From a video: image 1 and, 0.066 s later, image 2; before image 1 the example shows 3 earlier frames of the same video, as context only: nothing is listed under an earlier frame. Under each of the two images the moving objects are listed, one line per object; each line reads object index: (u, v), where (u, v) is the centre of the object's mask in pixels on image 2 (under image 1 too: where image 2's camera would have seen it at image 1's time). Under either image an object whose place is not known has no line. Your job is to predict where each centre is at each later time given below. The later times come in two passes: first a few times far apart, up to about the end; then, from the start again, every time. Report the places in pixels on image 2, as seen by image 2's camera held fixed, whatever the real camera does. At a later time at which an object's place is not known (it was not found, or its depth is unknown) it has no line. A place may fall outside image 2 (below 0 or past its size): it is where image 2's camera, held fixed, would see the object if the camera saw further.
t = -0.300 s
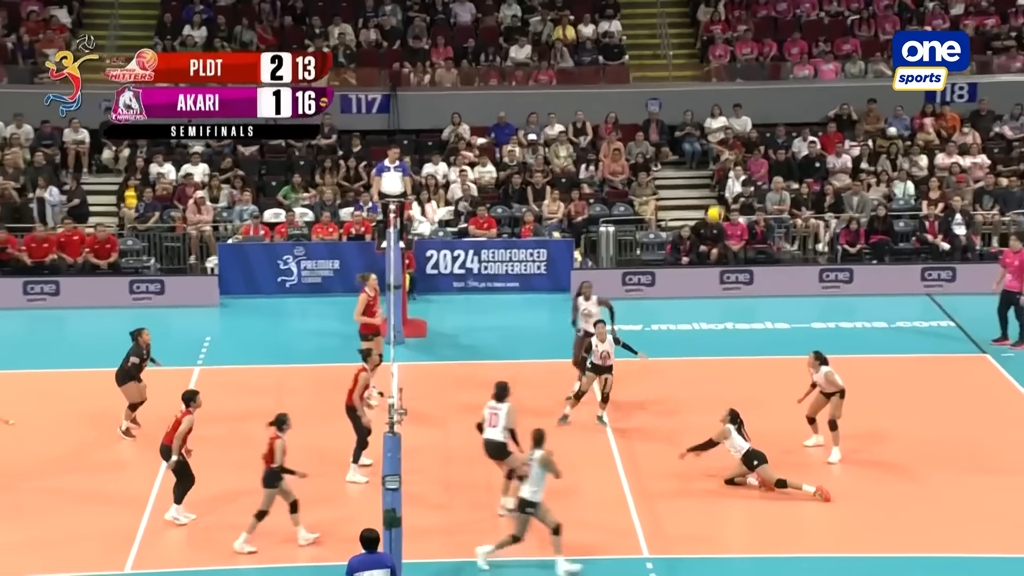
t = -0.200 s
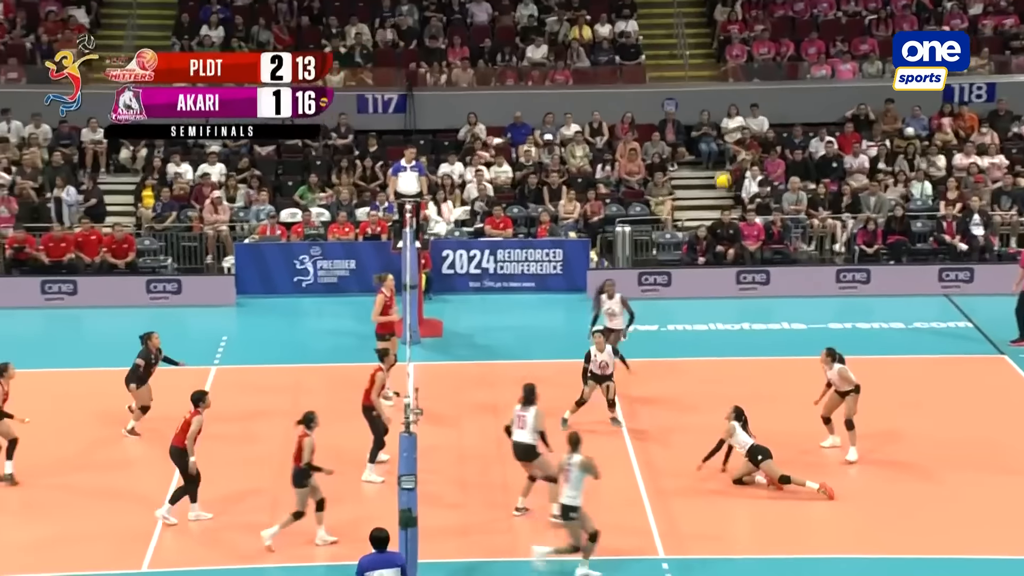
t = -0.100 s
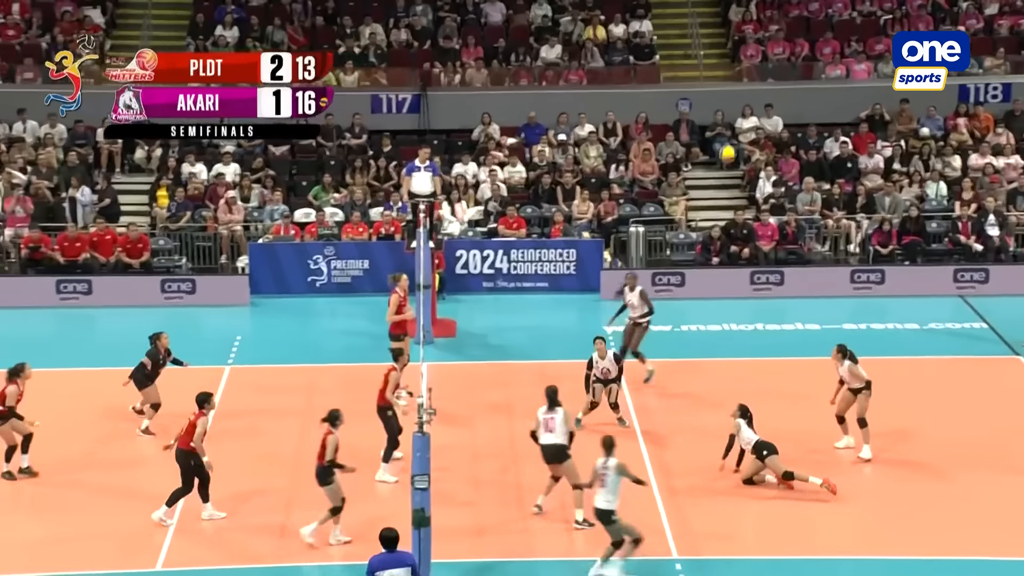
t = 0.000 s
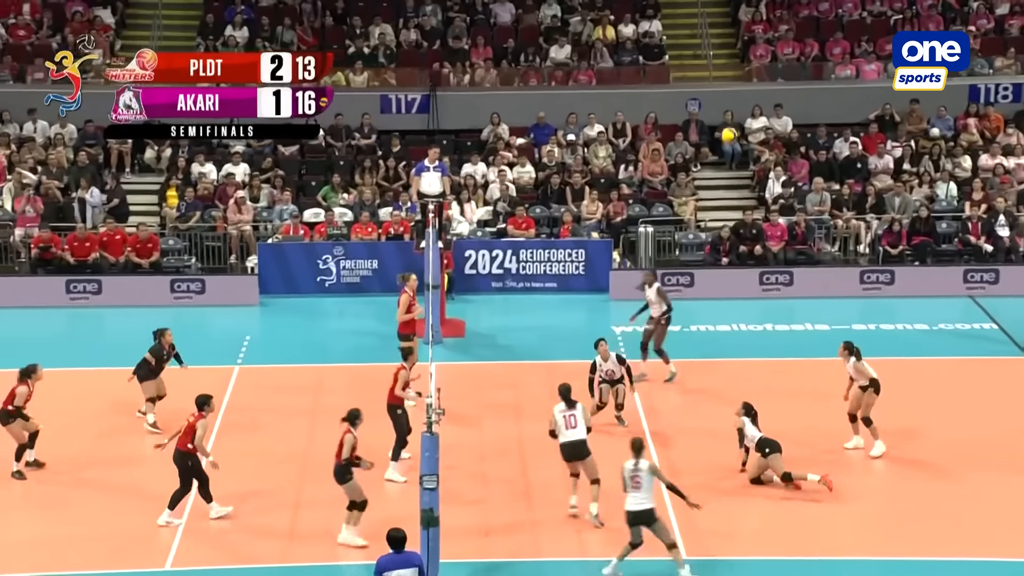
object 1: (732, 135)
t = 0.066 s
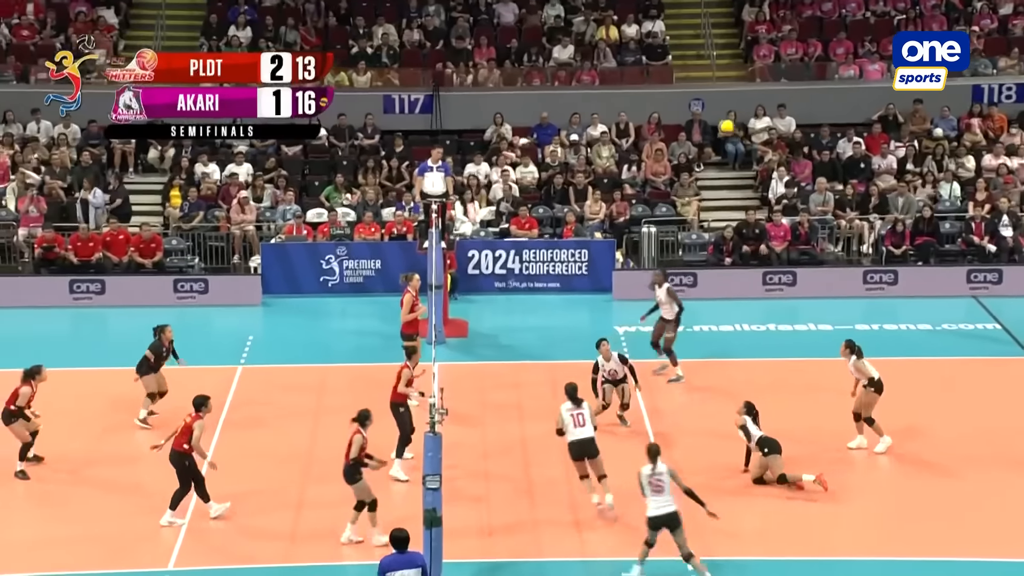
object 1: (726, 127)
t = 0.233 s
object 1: (713, 121)
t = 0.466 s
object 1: (696, 146)
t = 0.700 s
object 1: (677, 206)
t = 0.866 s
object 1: (663, 270)
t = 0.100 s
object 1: (724, 124)
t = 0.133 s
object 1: (722, 123)
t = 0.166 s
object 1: (719, 122)
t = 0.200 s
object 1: (716, 121)
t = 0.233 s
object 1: (713, 121)
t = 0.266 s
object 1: (711, 122)
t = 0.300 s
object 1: (708, 124)
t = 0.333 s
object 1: (706, 128)
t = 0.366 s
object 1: (704, 130)
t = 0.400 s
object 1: (701, 135)
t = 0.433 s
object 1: (698, 140)
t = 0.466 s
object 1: (696, 146)
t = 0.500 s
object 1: (693, 153)
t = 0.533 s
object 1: (690, 160)
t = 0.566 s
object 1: (688, 168)
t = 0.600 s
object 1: (684, 178)
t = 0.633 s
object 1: (681, 187)
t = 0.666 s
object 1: (679, 196)
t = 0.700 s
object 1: (677, 206)
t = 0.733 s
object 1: (674, 219)
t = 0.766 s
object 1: (671, 230)
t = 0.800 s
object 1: (669, 244)
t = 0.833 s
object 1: (665, 257)
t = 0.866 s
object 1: (663, 270)
